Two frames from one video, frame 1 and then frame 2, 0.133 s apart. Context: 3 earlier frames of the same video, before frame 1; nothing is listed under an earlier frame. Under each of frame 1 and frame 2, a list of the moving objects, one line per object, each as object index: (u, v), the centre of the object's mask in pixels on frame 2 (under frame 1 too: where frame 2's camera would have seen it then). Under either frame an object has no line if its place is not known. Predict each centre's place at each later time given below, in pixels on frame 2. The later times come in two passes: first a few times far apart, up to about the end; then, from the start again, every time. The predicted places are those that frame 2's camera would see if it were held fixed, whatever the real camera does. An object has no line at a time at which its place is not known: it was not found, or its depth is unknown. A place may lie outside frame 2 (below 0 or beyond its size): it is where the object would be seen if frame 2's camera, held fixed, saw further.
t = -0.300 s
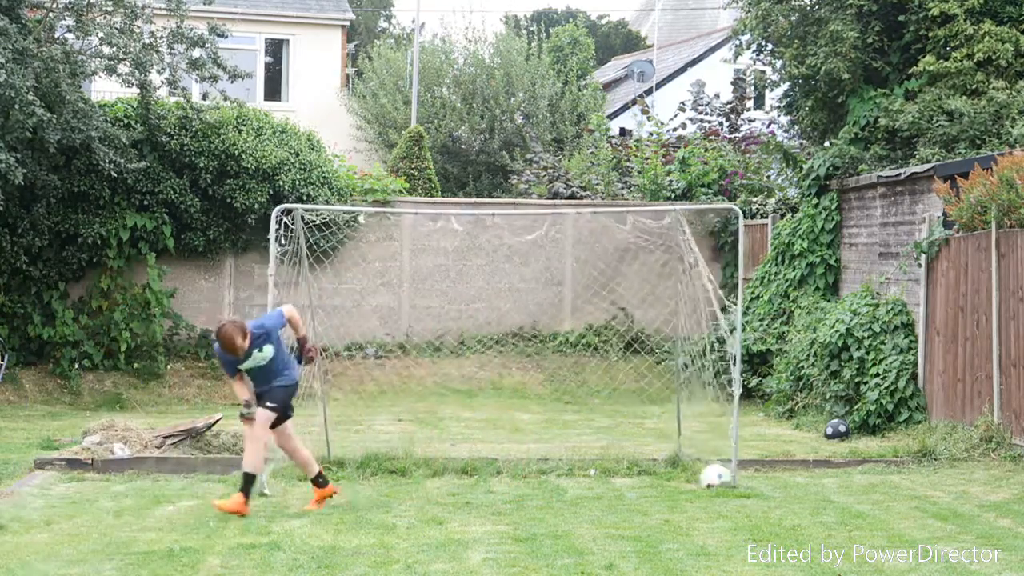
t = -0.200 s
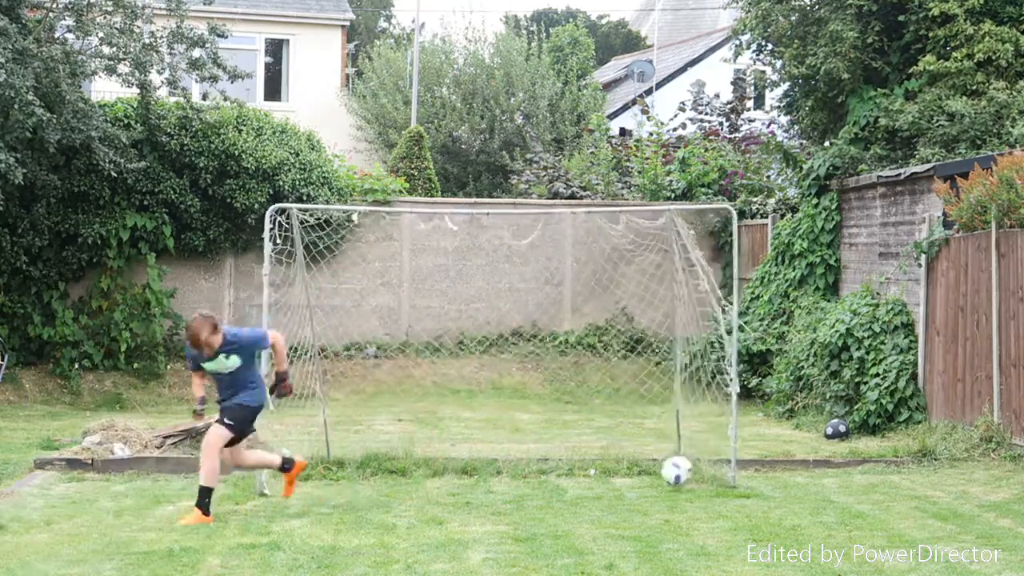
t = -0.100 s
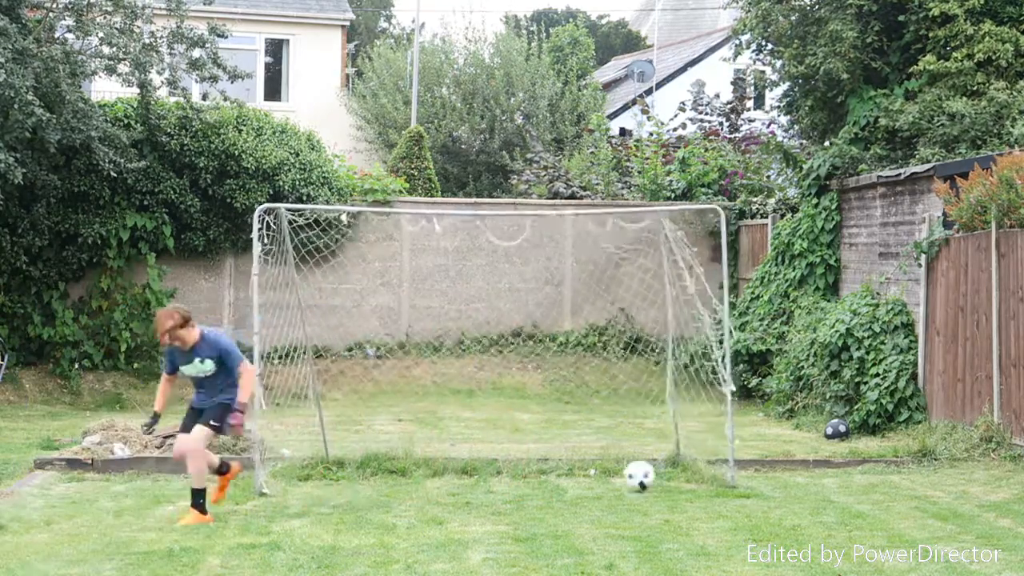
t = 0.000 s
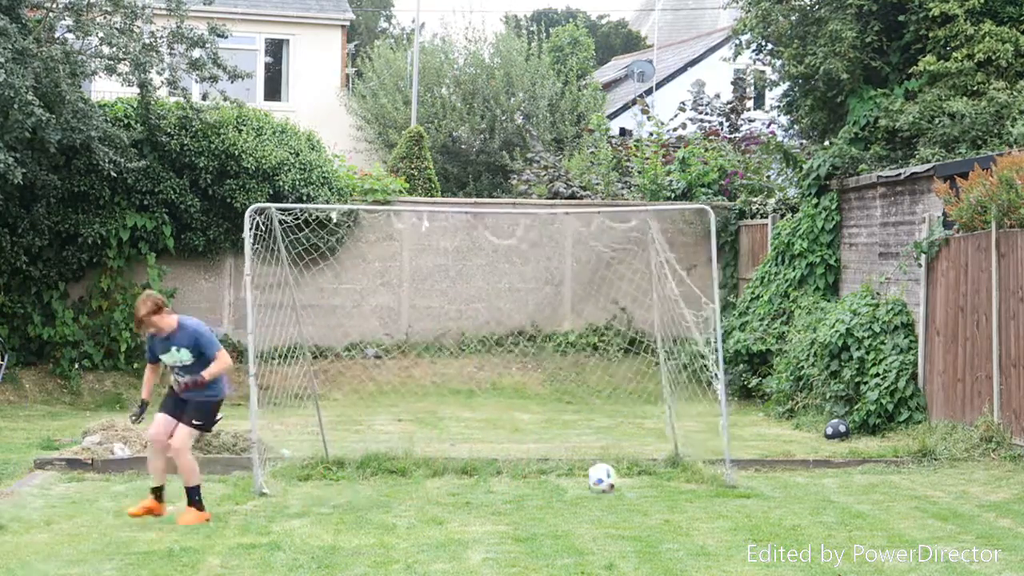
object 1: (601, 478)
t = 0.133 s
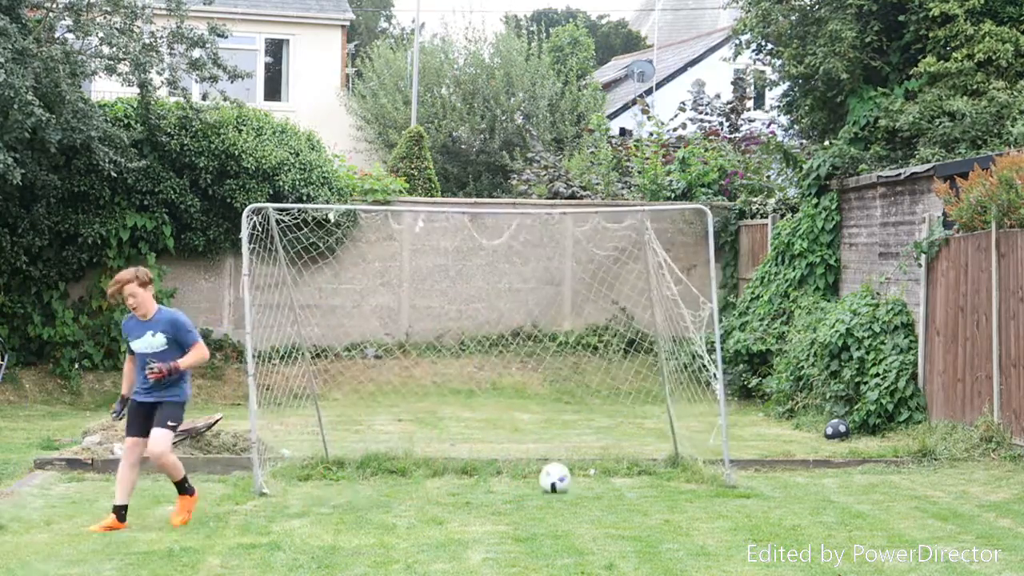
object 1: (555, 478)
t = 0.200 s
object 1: (531, 481)
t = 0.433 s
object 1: (456, 481)
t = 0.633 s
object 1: (396, 481)
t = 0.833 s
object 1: (343, 482)
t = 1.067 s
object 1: (290, 480)
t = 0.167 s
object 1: (543, 479)
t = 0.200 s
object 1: (531, 481)
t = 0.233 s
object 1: (521, 481)
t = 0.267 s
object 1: (509, 480)
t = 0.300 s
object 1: (498, 481)
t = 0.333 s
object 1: (487, 482)
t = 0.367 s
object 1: (476, 482)
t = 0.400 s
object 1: (465, 481)
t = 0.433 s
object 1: (456, 481)
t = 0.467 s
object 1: (445, 481)
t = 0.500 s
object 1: (434, 481)
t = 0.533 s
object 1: (424, 482)
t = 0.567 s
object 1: (415, 480)
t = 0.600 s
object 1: (406, 481)
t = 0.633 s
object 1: (396, 481)
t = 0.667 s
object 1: (387, 480)
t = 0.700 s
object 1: (378, 480)
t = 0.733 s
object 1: (369, 480)
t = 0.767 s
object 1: (361, 480)
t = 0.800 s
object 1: (351, 482)
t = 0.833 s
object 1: (343, 482)
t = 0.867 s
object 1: (335, 480)
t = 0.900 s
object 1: (327, 480)
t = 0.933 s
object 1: (319, 480)
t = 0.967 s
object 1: (312, 480)
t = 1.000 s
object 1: (304, 480)
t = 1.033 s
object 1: (297, 481)
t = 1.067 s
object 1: (290, 480)
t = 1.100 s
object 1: (283, 480)
